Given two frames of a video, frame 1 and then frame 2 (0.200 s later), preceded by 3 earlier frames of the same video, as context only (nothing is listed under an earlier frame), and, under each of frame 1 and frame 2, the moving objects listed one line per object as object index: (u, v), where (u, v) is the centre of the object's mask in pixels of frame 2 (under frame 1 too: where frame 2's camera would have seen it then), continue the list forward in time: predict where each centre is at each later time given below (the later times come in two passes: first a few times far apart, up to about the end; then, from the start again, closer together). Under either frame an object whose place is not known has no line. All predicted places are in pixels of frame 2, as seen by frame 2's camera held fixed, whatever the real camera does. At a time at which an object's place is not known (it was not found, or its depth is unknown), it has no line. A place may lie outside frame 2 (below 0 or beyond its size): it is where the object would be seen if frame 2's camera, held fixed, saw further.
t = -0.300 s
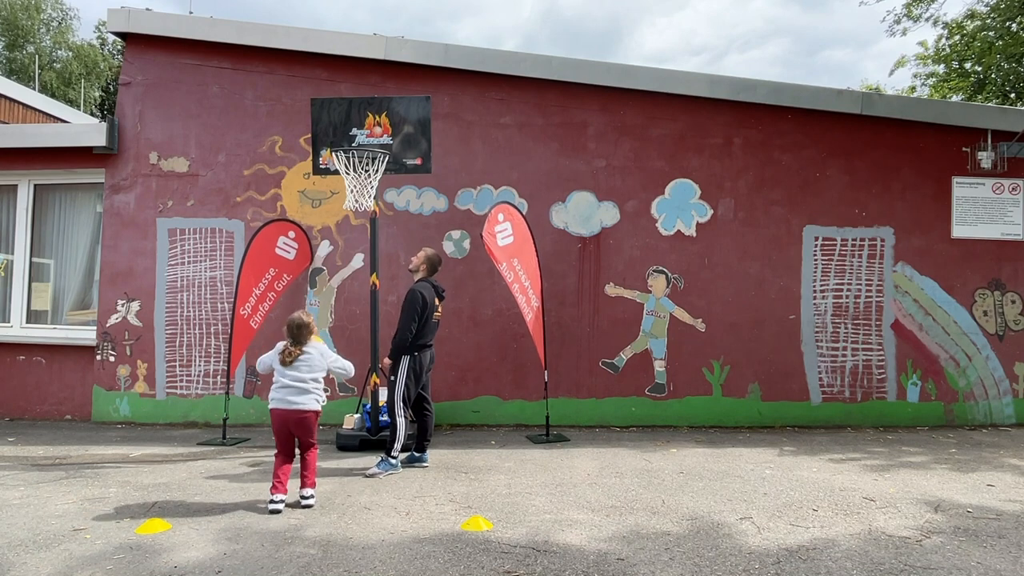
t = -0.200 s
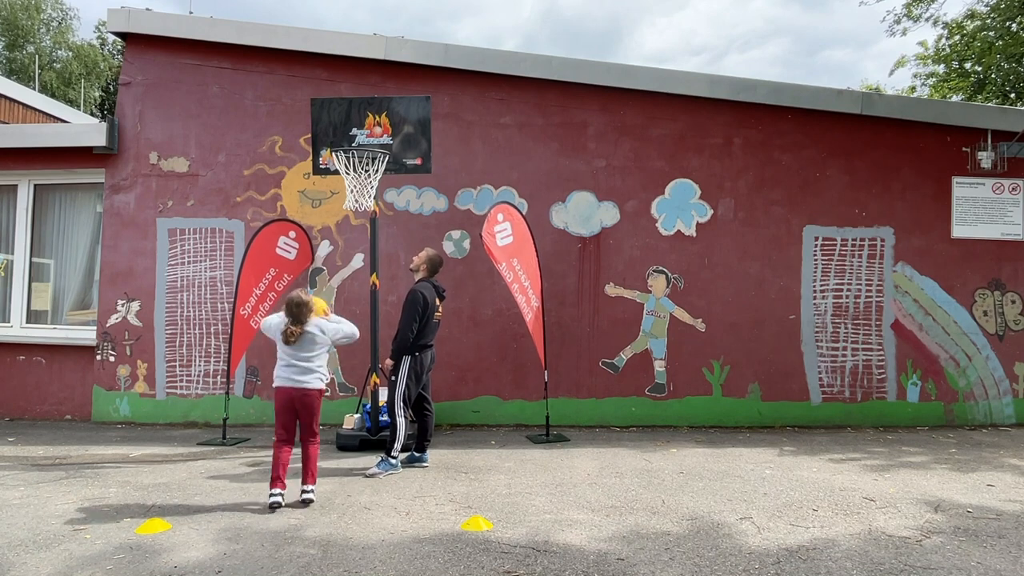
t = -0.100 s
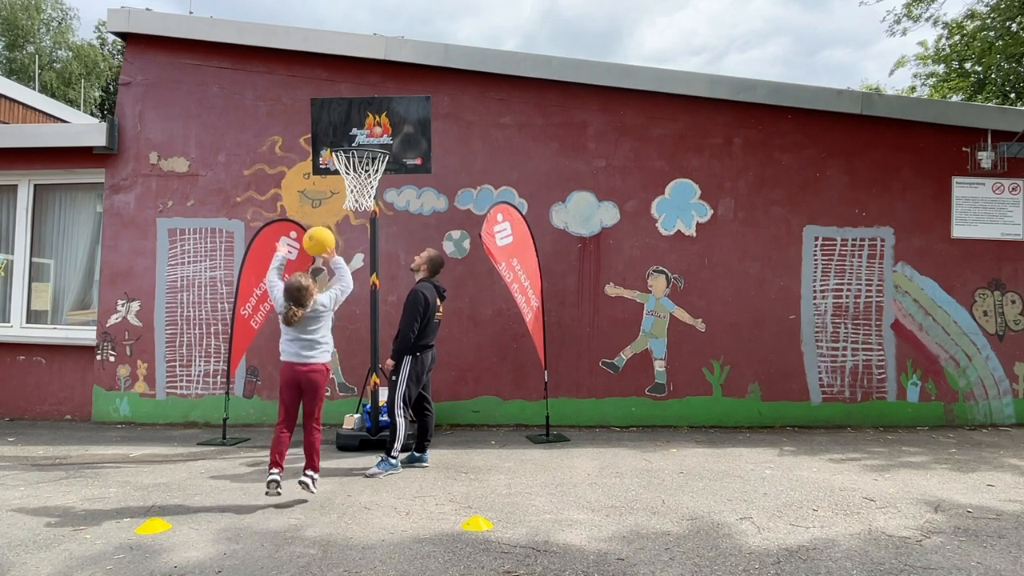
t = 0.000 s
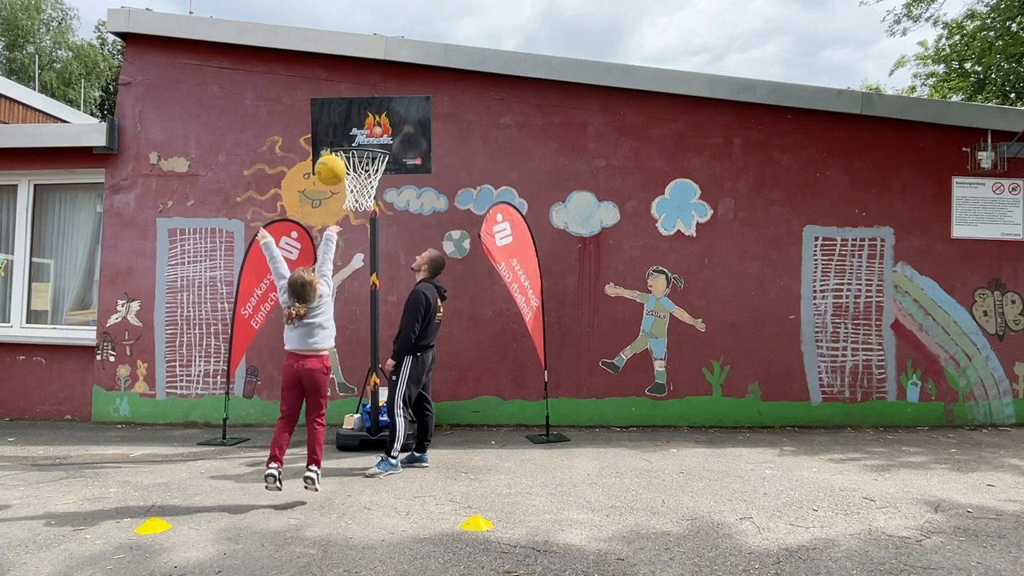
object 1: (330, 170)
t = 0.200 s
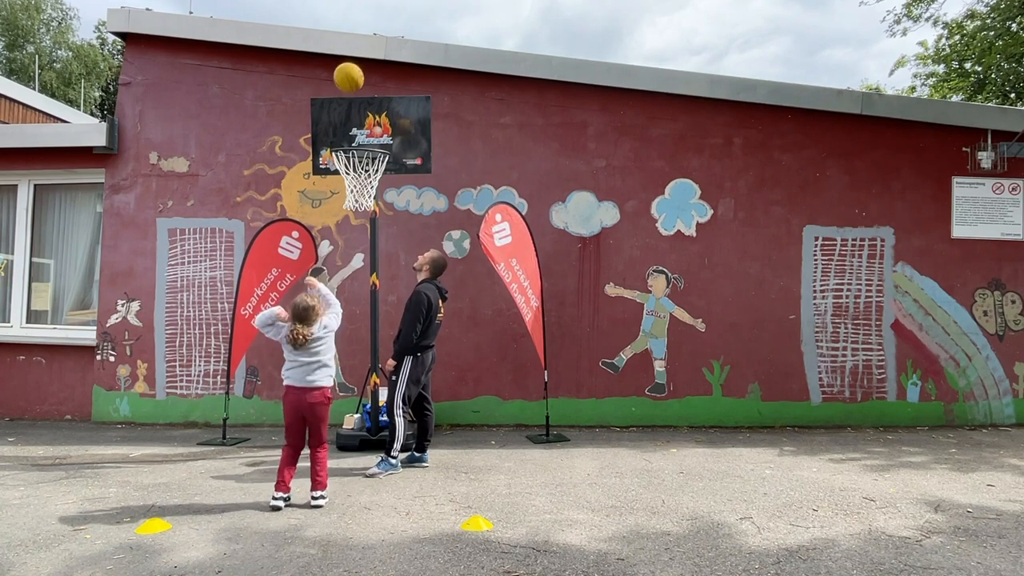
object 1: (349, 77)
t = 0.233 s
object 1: (351, 68)
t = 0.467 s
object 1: (366, 43)
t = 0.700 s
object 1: (377, 84)
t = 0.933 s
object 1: (387, 122)
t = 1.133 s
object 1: (395, 113)
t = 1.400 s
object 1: (405, 176)
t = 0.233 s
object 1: (351, 68)
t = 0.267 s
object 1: (353, 60)
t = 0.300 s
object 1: (356, 54)
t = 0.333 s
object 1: (358, 49)
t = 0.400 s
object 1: (362, 43)
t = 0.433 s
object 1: (364, 43)
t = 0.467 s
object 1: (366, 43)
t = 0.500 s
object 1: (368, 45)
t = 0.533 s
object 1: (370, 48)
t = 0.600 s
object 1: (373, 59)
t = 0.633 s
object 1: (374, 66)
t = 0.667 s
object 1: (376, 74)
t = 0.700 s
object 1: (377, 84)
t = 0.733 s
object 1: (378, 95)
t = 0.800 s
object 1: (380, 121)
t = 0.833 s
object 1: (382, 135)
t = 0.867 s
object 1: (383, 135)
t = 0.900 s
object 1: (385, 127)
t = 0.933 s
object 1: (387, 122)
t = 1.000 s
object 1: (390, 113)
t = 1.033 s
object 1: (392, 111)
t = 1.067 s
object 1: (393, 110)
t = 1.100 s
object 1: (394, 111)
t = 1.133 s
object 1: (395, 113)
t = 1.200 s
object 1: (399, 120)
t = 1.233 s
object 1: (400, 126)
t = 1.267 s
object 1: (401, 133)
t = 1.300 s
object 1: (402, 142)
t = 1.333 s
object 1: (403, 152)
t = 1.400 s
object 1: (405, 176)
